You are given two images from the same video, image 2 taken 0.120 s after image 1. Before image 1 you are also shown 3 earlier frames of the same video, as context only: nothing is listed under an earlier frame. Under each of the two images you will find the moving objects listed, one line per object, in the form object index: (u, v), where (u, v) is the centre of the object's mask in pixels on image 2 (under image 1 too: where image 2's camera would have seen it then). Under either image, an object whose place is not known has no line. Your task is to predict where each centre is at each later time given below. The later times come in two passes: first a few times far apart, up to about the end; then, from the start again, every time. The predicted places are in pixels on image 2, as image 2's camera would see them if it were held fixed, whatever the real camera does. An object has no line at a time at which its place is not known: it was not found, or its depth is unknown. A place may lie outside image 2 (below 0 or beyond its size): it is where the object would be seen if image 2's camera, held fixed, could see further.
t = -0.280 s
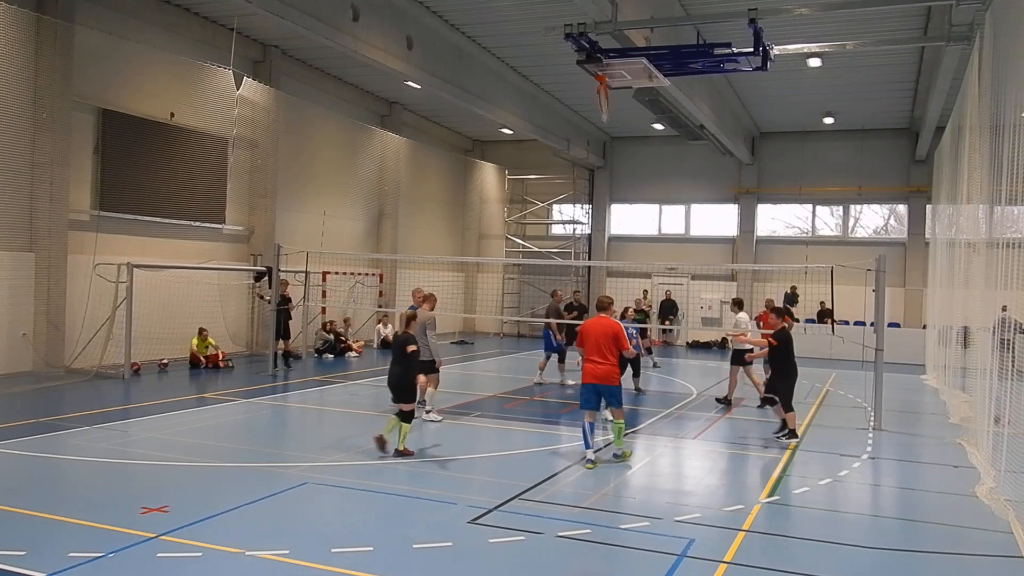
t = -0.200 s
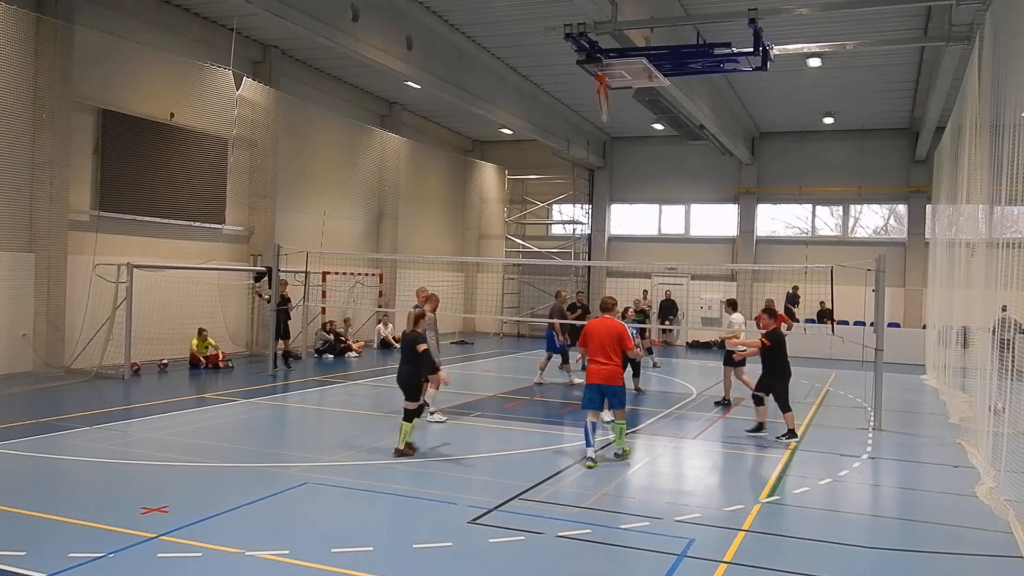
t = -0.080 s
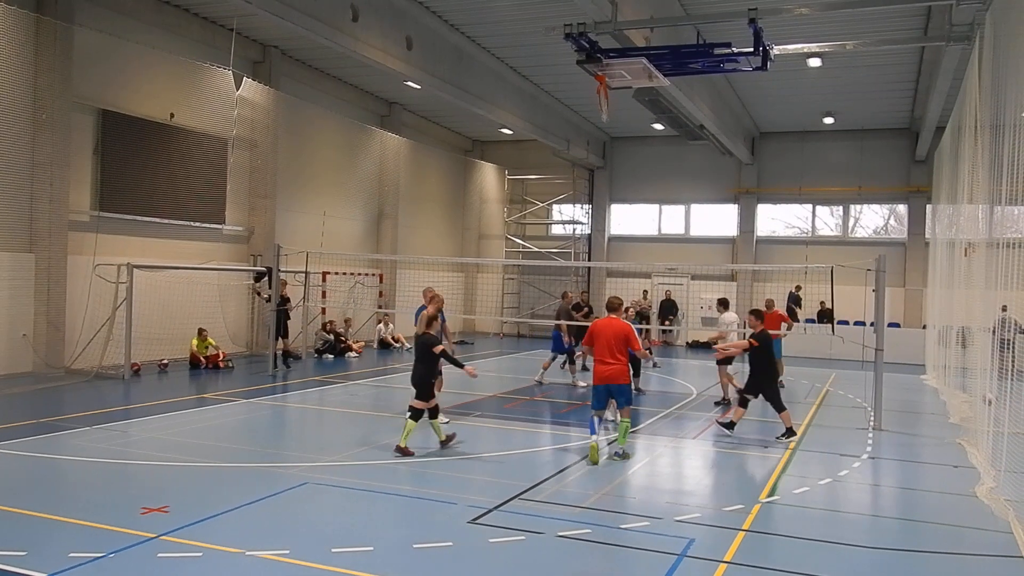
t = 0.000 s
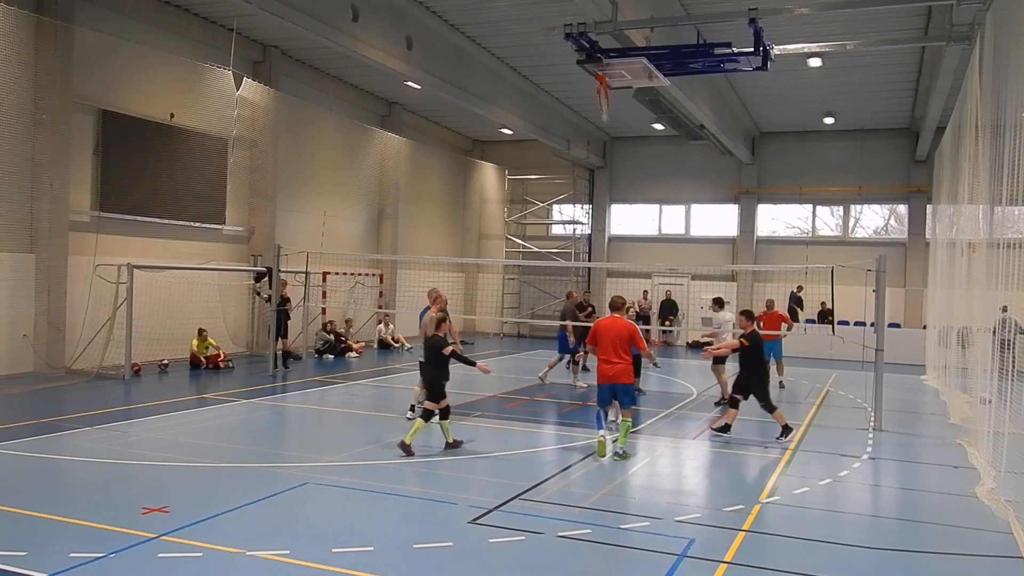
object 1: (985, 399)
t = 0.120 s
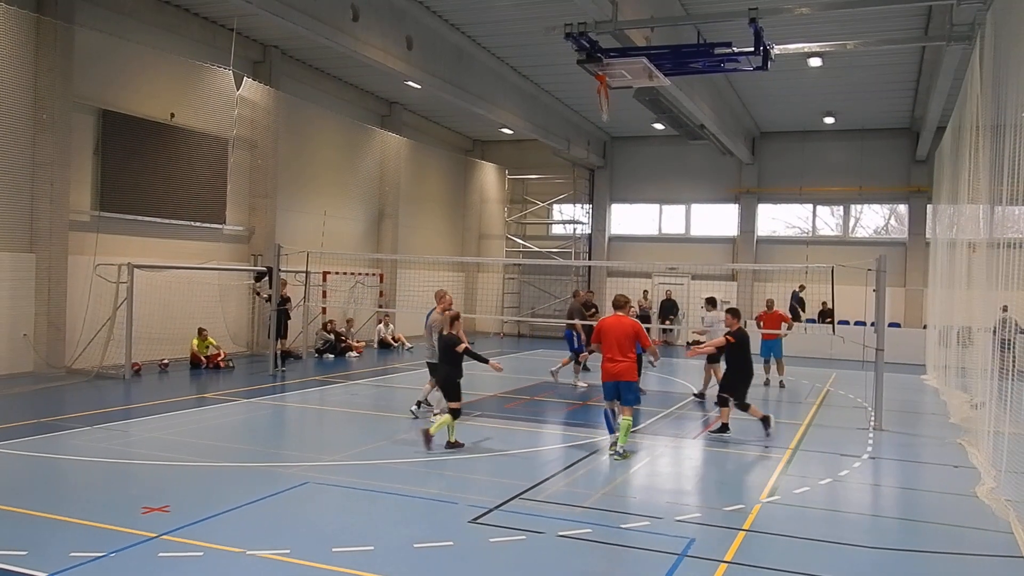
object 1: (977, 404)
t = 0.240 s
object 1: (968, 418)
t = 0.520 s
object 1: (951, 405)
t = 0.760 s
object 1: (936, 420)
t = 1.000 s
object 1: (922, 407)
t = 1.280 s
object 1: (905, 411)
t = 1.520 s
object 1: (891, 416)
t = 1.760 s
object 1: (873, 412)
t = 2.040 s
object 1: (863, 412)
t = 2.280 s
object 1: (849, 410)
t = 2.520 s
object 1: (836, 410)
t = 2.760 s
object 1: (824, 409)
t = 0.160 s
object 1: (973, 407)
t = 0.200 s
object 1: (970, 412)
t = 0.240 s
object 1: (968, 418)
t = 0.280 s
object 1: (966, 424)
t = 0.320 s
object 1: (964, 419)
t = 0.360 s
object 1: (961, 414)
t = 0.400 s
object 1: (959, 410)
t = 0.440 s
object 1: (956, 407)
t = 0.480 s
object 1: (954, 405)
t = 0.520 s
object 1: (951, 405)
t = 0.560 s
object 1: (949, 405)
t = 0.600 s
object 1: (946, 406)
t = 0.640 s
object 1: (944, 408)
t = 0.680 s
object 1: (941, 411)
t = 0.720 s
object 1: (938, 415)
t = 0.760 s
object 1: (936, 420)
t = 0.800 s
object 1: (934, 418)
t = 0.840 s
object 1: (931, 414)
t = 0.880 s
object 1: (929, 411)
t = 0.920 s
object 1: (927, 409)
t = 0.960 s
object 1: (924, 408)
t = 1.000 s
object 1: (922, 407)
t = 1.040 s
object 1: (920, 408)
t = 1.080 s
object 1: (918, 410)
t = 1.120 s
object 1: (915, 413)
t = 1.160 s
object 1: (912, 417)
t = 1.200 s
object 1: (910, 416)
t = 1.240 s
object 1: (908, 413)
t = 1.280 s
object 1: (905, 411)
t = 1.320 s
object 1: (903, 410)
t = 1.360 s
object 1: (901, 409)
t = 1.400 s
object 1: (898, 409)
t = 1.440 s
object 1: (896, 411)
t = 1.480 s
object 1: (894, 414)
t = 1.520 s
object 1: (891, 416)
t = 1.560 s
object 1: (889, 413)
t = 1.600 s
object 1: (888, 411)
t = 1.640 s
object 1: (887, 410)
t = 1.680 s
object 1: (886, 410)
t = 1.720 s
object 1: (885, 411)
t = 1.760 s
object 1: (873, 412)
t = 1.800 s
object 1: (872, 414)
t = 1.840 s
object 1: (871, 411)
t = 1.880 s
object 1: (870, 410)
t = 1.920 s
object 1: (868, 409)
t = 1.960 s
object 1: (867, 410)
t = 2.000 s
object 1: (865, 411)
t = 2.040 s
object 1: (863, 412)
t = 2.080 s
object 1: (860, 410)
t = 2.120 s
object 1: (858, 410)
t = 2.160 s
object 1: (856, 410)
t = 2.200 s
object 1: (854, 411)
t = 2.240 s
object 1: (851, 411)
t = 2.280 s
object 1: (849, 410)
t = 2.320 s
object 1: (847, 410)
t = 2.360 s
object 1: (845, 410)
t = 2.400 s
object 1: (843, 411)
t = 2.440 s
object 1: (841, 410)
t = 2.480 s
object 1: (839, 409)
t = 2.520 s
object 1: (836, 410)
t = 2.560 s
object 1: (834, 409)
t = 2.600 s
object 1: (832, 409)
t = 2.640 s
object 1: (830, 409)
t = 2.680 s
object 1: (828, 408)
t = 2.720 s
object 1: (826, 408)
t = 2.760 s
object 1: (824, 409)
